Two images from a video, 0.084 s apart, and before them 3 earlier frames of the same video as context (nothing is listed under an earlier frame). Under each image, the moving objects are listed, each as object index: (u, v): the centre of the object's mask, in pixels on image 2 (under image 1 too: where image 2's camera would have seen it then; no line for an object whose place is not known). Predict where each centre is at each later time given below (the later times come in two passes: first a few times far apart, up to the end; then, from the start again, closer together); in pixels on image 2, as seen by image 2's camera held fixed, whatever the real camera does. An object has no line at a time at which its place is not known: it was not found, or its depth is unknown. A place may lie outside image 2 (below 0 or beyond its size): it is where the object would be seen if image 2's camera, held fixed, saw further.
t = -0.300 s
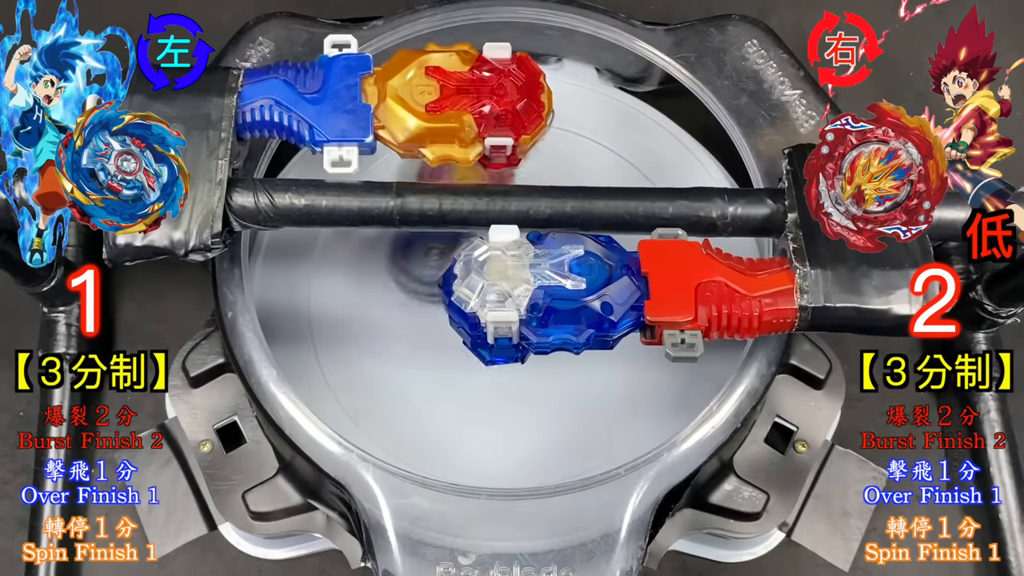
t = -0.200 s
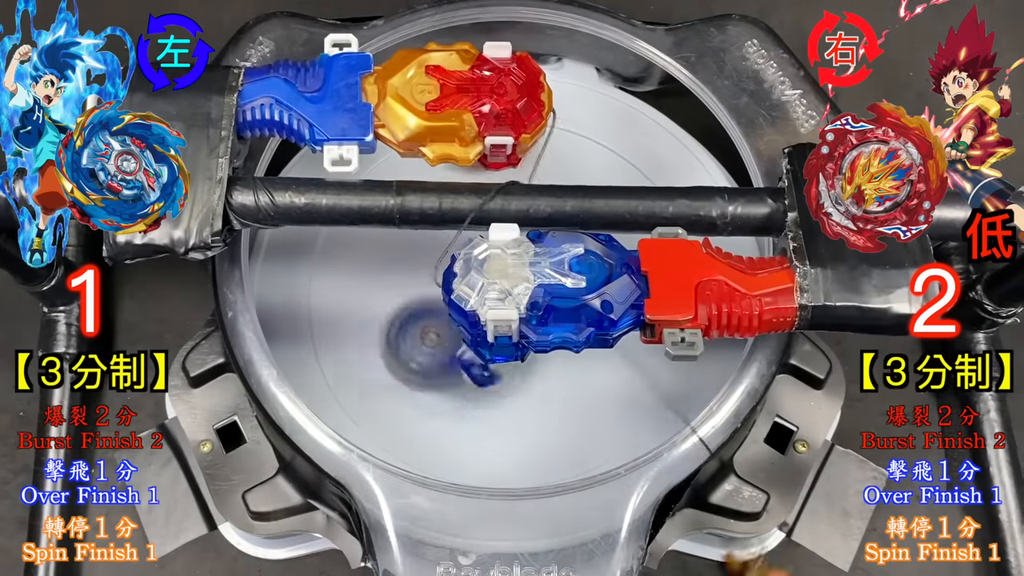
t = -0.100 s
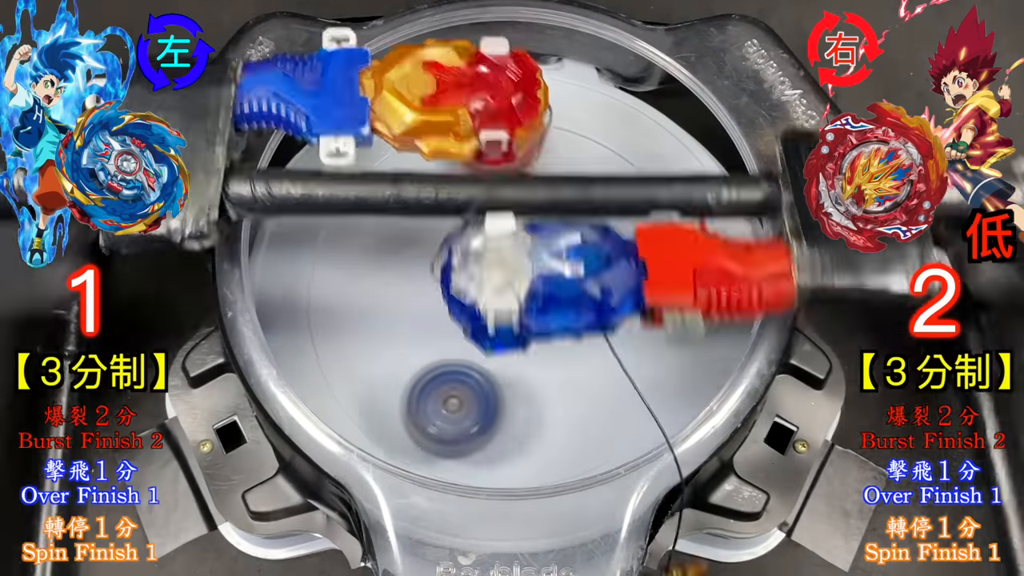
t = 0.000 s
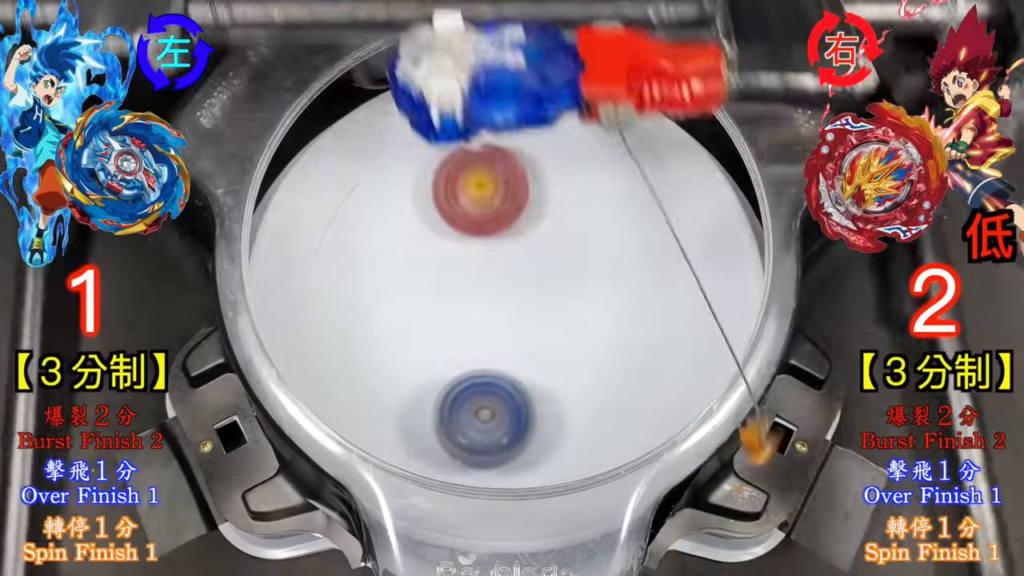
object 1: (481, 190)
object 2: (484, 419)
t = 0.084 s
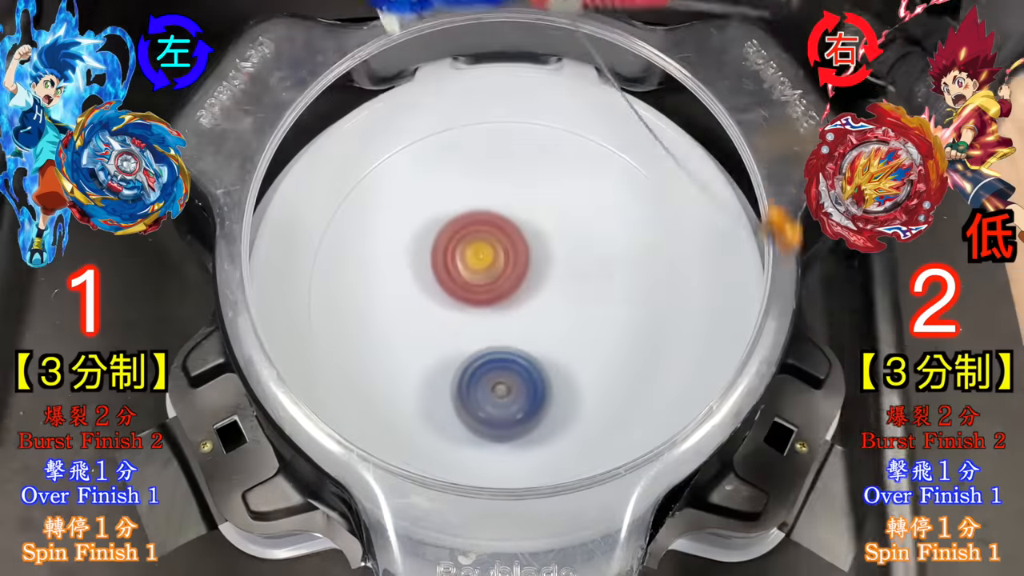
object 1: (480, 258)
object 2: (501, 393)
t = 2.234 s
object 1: (409, 401)
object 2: (529, 308)
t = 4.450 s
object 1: (412, 138)
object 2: (459, 392)
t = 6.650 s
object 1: (603, 348)
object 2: (605, 194)
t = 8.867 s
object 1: (510, 388)
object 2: (487, 217)
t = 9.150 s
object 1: (491, 311)
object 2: (472, 214)
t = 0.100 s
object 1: (484, 272)
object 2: (503, 388)
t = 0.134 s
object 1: (495, 290)
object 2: (512, 388)
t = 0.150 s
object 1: (500, 273)
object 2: (522, 416)
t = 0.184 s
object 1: (511, 242)
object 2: (540, 459)
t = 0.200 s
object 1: (516, 230)
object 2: (548, 471)
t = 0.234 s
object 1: (527, 211)
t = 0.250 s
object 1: (531, 201)
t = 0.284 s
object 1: (539, 187)
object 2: (575, 464)
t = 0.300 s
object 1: (543, 183)
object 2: (582, 454)
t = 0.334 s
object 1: (544, 174)
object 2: (593, 429)
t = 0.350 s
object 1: (545, 171)
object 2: (595, 411)
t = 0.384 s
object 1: (542, 167)
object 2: (594, 366)
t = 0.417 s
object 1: (536, 167)
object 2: (591, 325)
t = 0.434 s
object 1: (532, 169)
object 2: (589, 305)
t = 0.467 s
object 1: (524, 175)
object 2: (584, 265)
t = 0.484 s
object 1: (520, 179)
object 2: (582, 248)
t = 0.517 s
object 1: (480, 157)
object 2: (619, 248)
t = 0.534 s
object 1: (460, 148)
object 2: (638, 253)
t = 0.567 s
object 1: (423, 135)
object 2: (676, 262)
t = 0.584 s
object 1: (405, 133)
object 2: (694, 266)
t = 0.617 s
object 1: (371, 135)
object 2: (722, 278)
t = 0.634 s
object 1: (357, 139)
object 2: (724, 286)
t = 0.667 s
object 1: (333, 153)
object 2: (707, 306)
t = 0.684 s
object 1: (323, 163)
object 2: (693, 317)
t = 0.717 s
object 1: (307, 190)
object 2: (666, 338)
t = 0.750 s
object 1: (298, 220)
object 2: (631, 358)
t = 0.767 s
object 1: (296, 238)
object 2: (613, 367)
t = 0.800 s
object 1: (298, 279)
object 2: (577, 386)
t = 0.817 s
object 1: (302, 300)
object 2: (558, 395)
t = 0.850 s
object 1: (320, 344)
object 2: (519, 413)
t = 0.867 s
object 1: (332, 367)
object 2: (498, 420)
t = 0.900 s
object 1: (362, 406)
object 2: (465, 428)
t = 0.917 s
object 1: (350, 408)
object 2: (495, 429)
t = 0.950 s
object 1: (368, 393)
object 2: (564, 429)
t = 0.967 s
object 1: (383, 382)
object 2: (598, 424)
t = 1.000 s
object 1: (416, 360)
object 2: (654, 403)
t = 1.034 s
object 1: (457, 336)
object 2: (690, 380)
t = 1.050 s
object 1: (476, 327)
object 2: (694, 365)
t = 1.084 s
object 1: (515, 308)
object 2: (694, 328)
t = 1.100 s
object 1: (531, 297)
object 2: (690, 309)
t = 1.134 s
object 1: (565, 277)
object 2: (673, 271)
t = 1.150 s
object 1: (573, 265)
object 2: (669, 252)
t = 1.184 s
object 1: (568, 242)
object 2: (679, 211)
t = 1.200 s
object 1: (567, 231)
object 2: (680, 190)
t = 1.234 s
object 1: (560, 206)
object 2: (682, 156)
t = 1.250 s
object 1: (555, 193)
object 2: (680, 143)
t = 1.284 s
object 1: (542, 171)
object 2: (671, 123)
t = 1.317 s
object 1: (523, 150)
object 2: (656, 109)
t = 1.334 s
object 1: (513, 141)
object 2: (651, 109)
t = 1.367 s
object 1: (488, 129)
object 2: (639, 124)
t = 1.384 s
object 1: (474, 124)
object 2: (632, 131)
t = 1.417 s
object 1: (449, 132)
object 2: (615, 151)
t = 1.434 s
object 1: (436, 142)
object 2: (608, 160)
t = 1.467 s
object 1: (410, 163)
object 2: (589, 183)
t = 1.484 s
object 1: (399, 177)
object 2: (580, 197)
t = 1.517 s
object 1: (378, 209)
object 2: (562, 224)
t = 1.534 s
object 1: (369, 227)
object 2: (552, 241)
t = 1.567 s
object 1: (360, 268)
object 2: (535, 270)
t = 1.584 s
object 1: (358, 289)
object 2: (526, 285)
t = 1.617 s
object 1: (364, 332)
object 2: (511, 317)
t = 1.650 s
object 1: (381, 375)
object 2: (500, 346)
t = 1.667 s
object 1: (394, 397)
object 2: (494, 361)
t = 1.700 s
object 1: (409, 431)
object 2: (509, 379)
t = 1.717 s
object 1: (420, 440)
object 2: (520, 386)
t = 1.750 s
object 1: (438, 484)
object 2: (540, 398)
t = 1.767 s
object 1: (448, 502)
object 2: (550, 404)
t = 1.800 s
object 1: (473, 534)
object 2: (565, 413)
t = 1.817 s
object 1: (491, 530)
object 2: (570, 416)
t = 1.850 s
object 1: (522, 534)
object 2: (580, 423)
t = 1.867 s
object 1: (537, 536)
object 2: (583, 425)
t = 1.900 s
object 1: (566, 535)
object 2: (586, 427)
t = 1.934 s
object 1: (571, 536)
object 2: (586, 428)
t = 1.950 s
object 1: (567, 535)
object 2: (584, 428)
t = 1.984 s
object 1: (551, 538)
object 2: (579, 428)
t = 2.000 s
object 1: (539, 542)
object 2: (575, 426)
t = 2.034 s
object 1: (518, 529)
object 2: (564, 421)
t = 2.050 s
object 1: (505, 521)
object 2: (558, 418)
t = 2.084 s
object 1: (484, 506)
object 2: (545, 409)
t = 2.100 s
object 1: (474, 496)
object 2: (538, 404)
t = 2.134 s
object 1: (460, 453)
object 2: (525, 391)
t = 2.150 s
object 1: (449, 446)
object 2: (523, 380)
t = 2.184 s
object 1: (428, 433)
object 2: (525, 351)
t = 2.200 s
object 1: (420, 425)
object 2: (525, 336)
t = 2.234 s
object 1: (409, 401)
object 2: (529, 308)
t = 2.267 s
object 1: (407, 374)
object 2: (535, 280)
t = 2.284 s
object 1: (410, 361)
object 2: (538, 267)
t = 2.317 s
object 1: (420, 335)
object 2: (546, 240)
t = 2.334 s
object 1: (427, 324)
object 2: (550, 228)
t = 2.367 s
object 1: (442, 303)
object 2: (560, 207)
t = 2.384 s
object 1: (449, 294)
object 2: (564, 197)
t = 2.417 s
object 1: (463, 277)
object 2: (574, 179)
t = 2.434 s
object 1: (469, 269)
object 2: (580, 171)
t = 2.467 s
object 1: (478, 250)
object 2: (589, 160)
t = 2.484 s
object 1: (482, 242)
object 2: (594, 155)
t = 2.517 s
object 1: (487, 223)
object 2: (601, 151)
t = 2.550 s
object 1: (488, 206)
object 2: (607, 152)
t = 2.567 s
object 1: (488, 198)
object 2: (610, 154)
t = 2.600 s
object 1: (484, 184)
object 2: (614, 160)
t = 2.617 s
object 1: (481, 178)
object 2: (615, 165)
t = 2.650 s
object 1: (471, 167)
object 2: (615, 180)
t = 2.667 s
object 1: (466, 162)
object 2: (614, 189)
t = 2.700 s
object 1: (451, 157)
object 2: (610, 211)
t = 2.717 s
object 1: (444, 155)
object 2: (607, 223)
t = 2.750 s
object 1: (426, 155)
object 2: (602, 250)
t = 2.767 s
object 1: (417, 157)
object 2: (597, 265)
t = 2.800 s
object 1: (397, 164)
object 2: (592, 296)
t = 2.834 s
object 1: (380, 176)
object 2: (584, 330)
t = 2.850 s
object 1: (371, 184)
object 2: (579, 347)
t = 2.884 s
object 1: (359, 203)
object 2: (568, 381)
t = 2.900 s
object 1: (353, 214)
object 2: (559, 398)
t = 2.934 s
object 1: (348, 240)
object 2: (539, 427)
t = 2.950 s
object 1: (348, 254)
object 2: (526, 439)
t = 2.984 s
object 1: (354, 284)
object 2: (496, 450)
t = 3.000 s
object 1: (360, 300)
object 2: (481, 452)
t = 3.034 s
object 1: (379, 328)
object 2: (451, 452)
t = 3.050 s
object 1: (392, 342)
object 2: (437, 450)
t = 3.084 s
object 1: (423, 362)
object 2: (405, 442)
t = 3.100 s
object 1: (442, 371)
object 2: (391, 437)
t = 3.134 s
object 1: (483, 382)
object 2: (364, 418)
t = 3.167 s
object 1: (527, 386)
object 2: (340, 397)
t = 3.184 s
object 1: (550, 384)
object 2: (330, 384)
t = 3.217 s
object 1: (598, 374)
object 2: (313, 356)
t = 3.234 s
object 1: (620, 366)
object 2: (307, 341)
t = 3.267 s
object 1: (664, 345)
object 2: (299, 307)
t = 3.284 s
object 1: (666, 325)
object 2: (298, 289)
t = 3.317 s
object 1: (665, 285)
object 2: (306, 251)
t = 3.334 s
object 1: (663, 269)
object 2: (313, 232)
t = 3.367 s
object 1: (652, 228)
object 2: (335, 194)
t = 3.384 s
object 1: (645, 210)
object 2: (347, 176)
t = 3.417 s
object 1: (616, 180)
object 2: (379, 145)
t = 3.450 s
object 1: (576, 150)
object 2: (415, 115)
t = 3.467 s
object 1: (555, 139)
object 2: (438, 102)
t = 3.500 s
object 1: (535, 134)
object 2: (458, 82)
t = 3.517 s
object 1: (542, 148)
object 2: (455, 85)
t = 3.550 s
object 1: (554, 177)
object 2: (448, 98)
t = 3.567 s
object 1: (559, 191)
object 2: (443, 110)
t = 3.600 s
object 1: (565, 222)
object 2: (438, 136)
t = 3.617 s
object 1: (565, 236)
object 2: (436, 150)
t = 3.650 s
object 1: (564, 261)
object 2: (441, 174)
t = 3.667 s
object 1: (563, 273)
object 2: (444, 189)
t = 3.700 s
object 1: (560, 293)
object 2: (454, 217)
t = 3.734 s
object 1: (556, 308)
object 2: (471, 249)
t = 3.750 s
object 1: (557, 316)
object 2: (475, 261)
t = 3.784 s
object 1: (581, 335)
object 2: (457, 266)
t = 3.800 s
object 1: (593, 345)
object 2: (448, 271)
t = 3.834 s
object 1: (616, 358)
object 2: (434, 275)
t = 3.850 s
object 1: (627, 361)
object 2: (426, 278)
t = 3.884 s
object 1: (646, 365)
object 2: (413, 282)
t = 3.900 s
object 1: (654, 364)
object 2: (408, 284)
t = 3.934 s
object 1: (669, 354)
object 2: (398, 285)
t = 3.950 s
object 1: (675, 348)
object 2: (395, 285)
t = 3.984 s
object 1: (686, 332)
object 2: (389, 282)
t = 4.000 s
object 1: (687, 321)
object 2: (387, 281)
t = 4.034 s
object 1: (685, 297)
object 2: (385, 276)
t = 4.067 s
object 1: (680, 271)
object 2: (389, 270)
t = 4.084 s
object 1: (676, 258)
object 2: (391, 266)
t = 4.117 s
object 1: (661, 231)
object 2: (397, 259)
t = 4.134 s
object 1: (650, 218)
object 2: (401, 256)
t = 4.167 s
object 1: (625, 194)
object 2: (411, 248)
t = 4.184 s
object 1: (611, 184)
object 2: (417, 245)
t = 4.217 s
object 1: (578, 169)
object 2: (432, 240)
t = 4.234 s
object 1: (561, 165)
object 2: (441, 238)
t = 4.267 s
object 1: (525, 161)
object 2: (458, 238)
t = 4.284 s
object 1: (508, 159)
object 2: (465, 243)
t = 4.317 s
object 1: (488, 134)
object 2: (465, 275)
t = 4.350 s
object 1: (468, 119)
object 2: (466, 308)
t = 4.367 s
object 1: (458, 118)
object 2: (465, 324)
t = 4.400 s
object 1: (440, 122)
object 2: (463, 353)
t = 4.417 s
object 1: (431, 126)
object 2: (463, 367)
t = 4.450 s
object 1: (412, 138)
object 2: (459, 392)
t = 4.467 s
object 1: (403, 147)
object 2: (456, 401)
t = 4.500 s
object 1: (389, 171)
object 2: (450, 421)
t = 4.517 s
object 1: (382, 186)
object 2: (447, 429)
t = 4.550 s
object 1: (372, 220)
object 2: (440, 437)
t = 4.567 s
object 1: (369, 240)
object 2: (436, 439)
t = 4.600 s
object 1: (369, 279)
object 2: (429, 439)
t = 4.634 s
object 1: (377, 319)
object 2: (421, 437)
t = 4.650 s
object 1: (385, 338)
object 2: (418, 435)
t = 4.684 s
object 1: (408, 356)
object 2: (413, 441)
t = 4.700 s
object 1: (421, 355)
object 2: (413, 448)
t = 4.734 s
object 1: (450, 356)
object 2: (415, 455)
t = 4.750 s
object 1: (466, 357)
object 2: (423, 455)
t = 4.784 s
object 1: (500, 358)
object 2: (435, 453)
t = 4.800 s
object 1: (518, 357)
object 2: (441, 451)
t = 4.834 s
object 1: (552, 350)
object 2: (451, 446)
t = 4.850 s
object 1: (570, 344)
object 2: (457, 442)
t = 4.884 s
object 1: (601, 328)
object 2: (466, 426)
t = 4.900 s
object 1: (613, 317)
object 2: (471, 415)
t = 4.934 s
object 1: (634, 293)
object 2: (480, 389)
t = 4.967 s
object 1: (648, 264)
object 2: (486, 362)
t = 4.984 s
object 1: (652, 249)
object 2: (489, 348)
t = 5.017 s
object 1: (653, 218)
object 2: (493, 322)
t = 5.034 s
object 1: (652, 205)
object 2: (494, 309)
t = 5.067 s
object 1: (641, 178)
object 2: (499, 285)
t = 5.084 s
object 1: (634, 166)
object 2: (502, 273)
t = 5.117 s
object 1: (612, 143)
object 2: (511, 253)
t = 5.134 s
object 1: (599, 132)
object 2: (516, 243)
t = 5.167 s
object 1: (566, 119)
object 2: (527, 228)
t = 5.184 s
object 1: (547, 116)
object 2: (534, 220)
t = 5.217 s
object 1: (504, 118)
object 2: (548, 208)
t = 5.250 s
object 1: (460, 125)
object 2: (562, 201)
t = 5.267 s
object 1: (436, 132)
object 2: (569, 198)
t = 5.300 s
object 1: (391, 156)
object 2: (583, 196)
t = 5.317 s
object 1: (372, 171)
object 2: (591, 196)
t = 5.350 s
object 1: (341, 208)
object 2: (604, 200)
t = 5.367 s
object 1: (330, 231)
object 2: (611, 203)
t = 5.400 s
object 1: (316, 281)
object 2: (624, 214)
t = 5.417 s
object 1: (315, 308)
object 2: (629, 221)
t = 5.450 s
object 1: (333, 361)
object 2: (639, 238)
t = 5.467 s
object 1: (351, 385)
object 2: (643, 248)
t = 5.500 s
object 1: (397, 424)
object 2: (651, 270)
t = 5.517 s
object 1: (423, 438)
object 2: (653, 283)
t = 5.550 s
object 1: (490, 471)
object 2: (656, 310)
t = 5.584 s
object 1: (567, 479)
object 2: (654, 340)
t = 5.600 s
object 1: (598, 474)
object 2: (650, 355)
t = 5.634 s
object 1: (627, 435)
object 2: (634, 341)
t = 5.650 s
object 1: (627, 426)
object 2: (623, 310)
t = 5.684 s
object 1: (626, 407)
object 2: (603, 252)
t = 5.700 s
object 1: (623, 389)
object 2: (593, 224)
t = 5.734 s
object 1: (615, 354)
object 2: (574, 173)
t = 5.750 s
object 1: (612, 335)
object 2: (566, 150)
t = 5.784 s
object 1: (606, 303)
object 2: (546, 112)
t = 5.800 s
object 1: (604, 287)
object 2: (534, 104)
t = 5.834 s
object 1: (595, 257)
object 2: (509, 95)
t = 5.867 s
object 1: (585, 233)
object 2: (485, 90)
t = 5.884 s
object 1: (577, 220)
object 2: (475, 86)
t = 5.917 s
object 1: (561, 201)
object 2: (456, 86)
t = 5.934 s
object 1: (551, 191)
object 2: (448, 93)
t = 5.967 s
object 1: (528, 176)
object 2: (436, 102)
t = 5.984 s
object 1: (519, 171)
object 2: (430, 112)
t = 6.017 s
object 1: (498, 167)
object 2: (416, 119)
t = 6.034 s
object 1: (492, 171)
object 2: (403, 121)
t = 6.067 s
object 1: (479, 178)
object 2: (381, 121)
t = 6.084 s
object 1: (473, 183)
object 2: (371, 123)
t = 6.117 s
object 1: (460, 192)
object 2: (356, 127)
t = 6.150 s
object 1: (448, 205)
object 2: (346, 135)
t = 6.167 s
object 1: (445, 210)
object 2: (345, 142)
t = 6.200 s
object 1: (436, 223)
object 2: (345, 156)
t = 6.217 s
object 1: (435, 229)
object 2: (347, 165)
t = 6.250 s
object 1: (431, 243)
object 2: (354, 179)
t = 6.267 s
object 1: (431, 250)
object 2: (358, 188)
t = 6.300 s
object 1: (437, 270)
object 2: (364, 196)
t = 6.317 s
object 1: (442, 278)
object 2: (368, 203)
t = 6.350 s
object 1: (449, 294)
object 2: (382, 212)
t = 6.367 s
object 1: (455, 303)
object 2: (391, 216)
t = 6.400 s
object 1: (466, 314)
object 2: (413, 228)
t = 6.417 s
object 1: (472, 320)
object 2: (424, 233)
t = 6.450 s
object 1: (486, 329)
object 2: (450, 241)
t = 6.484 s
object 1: (507, 347)
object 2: (470, 235)
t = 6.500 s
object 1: (517, 352)
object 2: (482, 232)
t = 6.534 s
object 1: (536, 360)
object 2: (506, 224)
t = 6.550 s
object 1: (548, 360)
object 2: (518, 220)
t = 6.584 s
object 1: (567, 359)
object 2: (546, 210)
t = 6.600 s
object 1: (577, 357)
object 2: (560, 206)
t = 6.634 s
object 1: (593, 351)
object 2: (589, 198)
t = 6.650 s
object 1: (603, 348)
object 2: (605, 194)
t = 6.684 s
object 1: (614, 339)
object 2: (636, 191)
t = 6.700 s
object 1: (622, 334)
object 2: (650, 191)
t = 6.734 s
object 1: (630, 322)
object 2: (669, 199)
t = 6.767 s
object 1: (637, 310)
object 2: (683, 215)
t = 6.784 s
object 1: (636, 307)
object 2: (688, 221)
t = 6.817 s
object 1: (630, 310)
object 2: (702, 220)
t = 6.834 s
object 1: (625, 311)
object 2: (711, 221)
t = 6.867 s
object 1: (619, 310)
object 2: (719, 221)
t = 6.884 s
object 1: (614, 309)
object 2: (722, 223)
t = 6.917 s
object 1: (610, 306)
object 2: (726, 225)
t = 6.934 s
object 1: (606, 304)
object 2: (727, 226)
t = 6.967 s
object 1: (602, 301)
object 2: (727, 230)
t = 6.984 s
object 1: (596, 300)
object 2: (727, 234)
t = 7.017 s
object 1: (591, 298)
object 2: (724, 240)
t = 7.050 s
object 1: (581, 298)
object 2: (720, 246)
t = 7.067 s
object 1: (578, 298)
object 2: (718, 248)
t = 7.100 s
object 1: (568, 300)
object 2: (710, 255)
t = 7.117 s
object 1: (565, 301)
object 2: (705, 258)
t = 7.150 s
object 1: (555, 304)
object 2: (695, 266)
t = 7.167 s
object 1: (551, 306)
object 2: (687, 271)
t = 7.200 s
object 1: (542, 309)
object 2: (669, 279)
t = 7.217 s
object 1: (538, 312)
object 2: (659, 284)
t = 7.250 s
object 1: (530, 315)
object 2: (638, 291)
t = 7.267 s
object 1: (527, 318)
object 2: (628, 294)
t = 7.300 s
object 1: (512, 326)
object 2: (616, 294)
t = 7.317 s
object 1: (503, 331)
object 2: (611, 293)
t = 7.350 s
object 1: (489, 339)
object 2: (606, 290)
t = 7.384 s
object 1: (481, 346)
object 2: (597, 288)
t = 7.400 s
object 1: (477, 352)
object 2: (592, 286)
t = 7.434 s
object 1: (473, 359)
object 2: (583, 285)
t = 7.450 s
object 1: (471, 365)
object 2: (578, 283)
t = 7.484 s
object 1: (471, 372)
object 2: (570, 280)
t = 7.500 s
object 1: (469, 377)
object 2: (565, 277)
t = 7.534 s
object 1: (471, 384)
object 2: (555, 270)
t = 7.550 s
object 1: (471, 387)
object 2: (550, 267)
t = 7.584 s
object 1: (474, 392)
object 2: (541, 258)
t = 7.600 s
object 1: (475, 395)
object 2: (537, 253)
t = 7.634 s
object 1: (480, 398)
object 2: (530, 244)
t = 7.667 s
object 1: (485, 401)
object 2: (524, 233)
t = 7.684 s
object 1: (489, 401)
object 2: (522, 229)
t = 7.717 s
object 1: (495, 401)
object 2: (518, 219)
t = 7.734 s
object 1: (499, 399)
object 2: (516, 214)
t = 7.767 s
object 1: (504, 397)
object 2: (514, 205)
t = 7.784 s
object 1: (507, 393)
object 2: (513, 200)
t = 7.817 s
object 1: (511, 389)
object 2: (512, 193)
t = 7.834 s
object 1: (513, 384)
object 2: (512, 189)
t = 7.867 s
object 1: (516, 377)
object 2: (513, 184)
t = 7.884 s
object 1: (517, 372)
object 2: (514, 181)
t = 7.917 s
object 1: (519, 363)
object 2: (517, 178)
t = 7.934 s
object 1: (518, 357)
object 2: (518, 177)
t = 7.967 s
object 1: (518, 348)
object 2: (521, 177)
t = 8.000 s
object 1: (513, 337)
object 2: (523, 180)
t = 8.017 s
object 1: (512, 332)
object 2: (523, 182)
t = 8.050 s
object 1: (506, 322)
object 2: (523, 188)
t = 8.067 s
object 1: (504, 317)
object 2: (522, 190)
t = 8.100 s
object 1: (495, 309)
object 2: (521, 198)
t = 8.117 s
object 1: (493, 305)
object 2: (519, 201)
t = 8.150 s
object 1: (484, 298)
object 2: (517, 209)
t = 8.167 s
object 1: (479, 297)
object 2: (517, 209)
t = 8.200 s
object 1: (451, 336)
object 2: (530, 169)
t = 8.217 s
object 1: (441, 351)
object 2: (536, 153)
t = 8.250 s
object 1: (422, 381)
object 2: (546, 124)
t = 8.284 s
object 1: (407, 403)
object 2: (556, 101)
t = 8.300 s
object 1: (405, 412)
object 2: (560, 95)
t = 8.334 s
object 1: (404, 423)
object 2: (565, 85)
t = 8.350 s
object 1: (407, 426)
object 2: (567, 86)
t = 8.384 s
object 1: (419, 431)
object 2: (567, 93)
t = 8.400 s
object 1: (425, 431)
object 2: (567, 99)
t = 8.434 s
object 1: (440, 432)
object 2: (565, 113)
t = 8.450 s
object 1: (446, 431)
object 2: (564, 121)
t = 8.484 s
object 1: (461, 427)
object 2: (563, 139)
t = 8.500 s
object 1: (468, 425)
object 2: (563, 150)
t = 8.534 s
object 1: (482, 417)
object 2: (562, 171)
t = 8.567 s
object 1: (495, 408)
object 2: (559, 194)
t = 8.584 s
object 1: (499, 402)
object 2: (557, 206)
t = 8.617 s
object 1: (508, 390)
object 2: (550, 232)
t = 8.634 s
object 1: (510, 384)
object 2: (546, 246)
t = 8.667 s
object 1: (515, 370)
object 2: (533, 272)
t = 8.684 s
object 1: (515, 372)
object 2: (525, 274)
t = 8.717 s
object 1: (511, 389)
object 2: (516, 256)
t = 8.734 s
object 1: (511, 396)
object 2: (512, 248)
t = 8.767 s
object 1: (506, 402)
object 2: (504, 236)
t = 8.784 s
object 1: (507, 402)
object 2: (500, 231)
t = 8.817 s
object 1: (507, 400)
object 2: (494, 224)
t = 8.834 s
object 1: (507, 395)
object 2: (491, 221)
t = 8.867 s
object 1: (510, 388)
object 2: (487, 217)
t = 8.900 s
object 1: (511, 380)
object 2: (484, 214)
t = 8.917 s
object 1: (511, 374)
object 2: (482, 213)
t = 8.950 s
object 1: (512, 364)
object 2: (480, 211)
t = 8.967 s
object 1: (511, 359)
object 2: (479, 211)
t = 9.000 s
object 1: (510, 348)
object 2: (478, 211)
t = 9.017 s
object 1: (508, 344)
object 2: (477, 211)
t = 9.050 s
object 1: (505, 333)
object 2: (476, 213)
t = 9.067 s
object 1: (505, 329)
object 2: (476, 213)
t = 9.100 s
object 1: (498, 319)
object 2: (475, 215)
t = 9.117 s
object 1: (497, 314)
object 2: (475, 217)
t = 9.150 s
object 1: (491, 311)
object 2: (472, 214)
